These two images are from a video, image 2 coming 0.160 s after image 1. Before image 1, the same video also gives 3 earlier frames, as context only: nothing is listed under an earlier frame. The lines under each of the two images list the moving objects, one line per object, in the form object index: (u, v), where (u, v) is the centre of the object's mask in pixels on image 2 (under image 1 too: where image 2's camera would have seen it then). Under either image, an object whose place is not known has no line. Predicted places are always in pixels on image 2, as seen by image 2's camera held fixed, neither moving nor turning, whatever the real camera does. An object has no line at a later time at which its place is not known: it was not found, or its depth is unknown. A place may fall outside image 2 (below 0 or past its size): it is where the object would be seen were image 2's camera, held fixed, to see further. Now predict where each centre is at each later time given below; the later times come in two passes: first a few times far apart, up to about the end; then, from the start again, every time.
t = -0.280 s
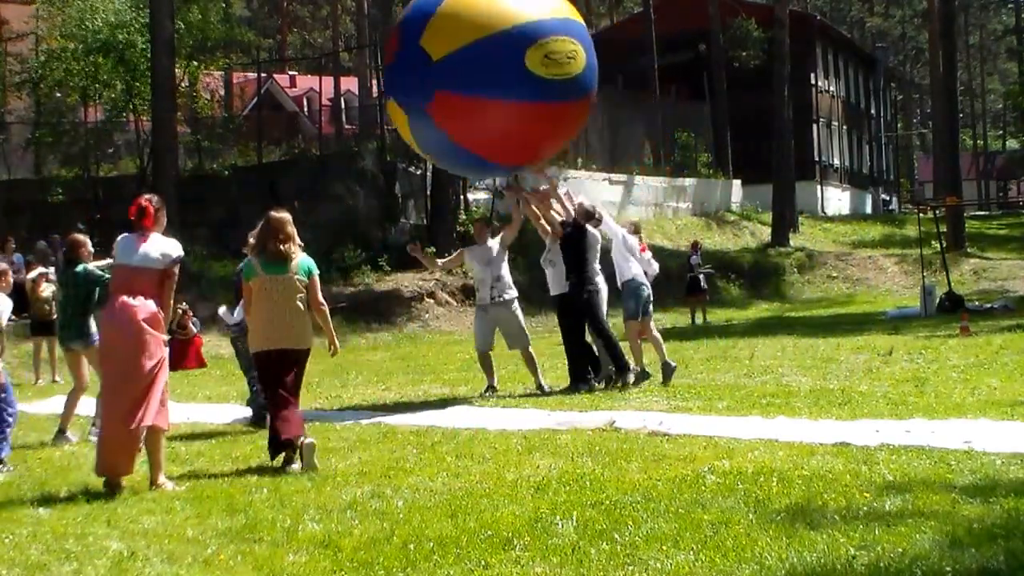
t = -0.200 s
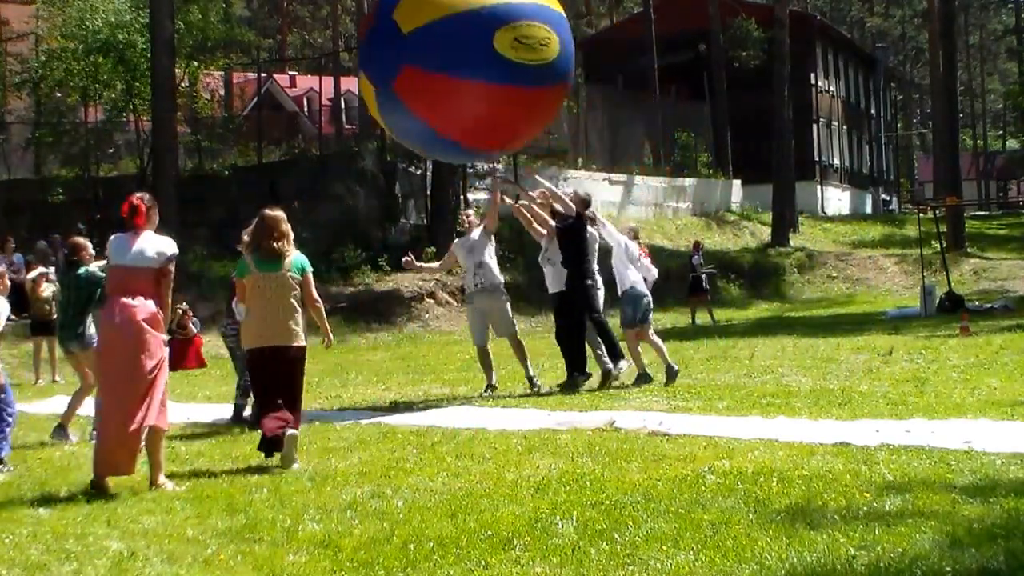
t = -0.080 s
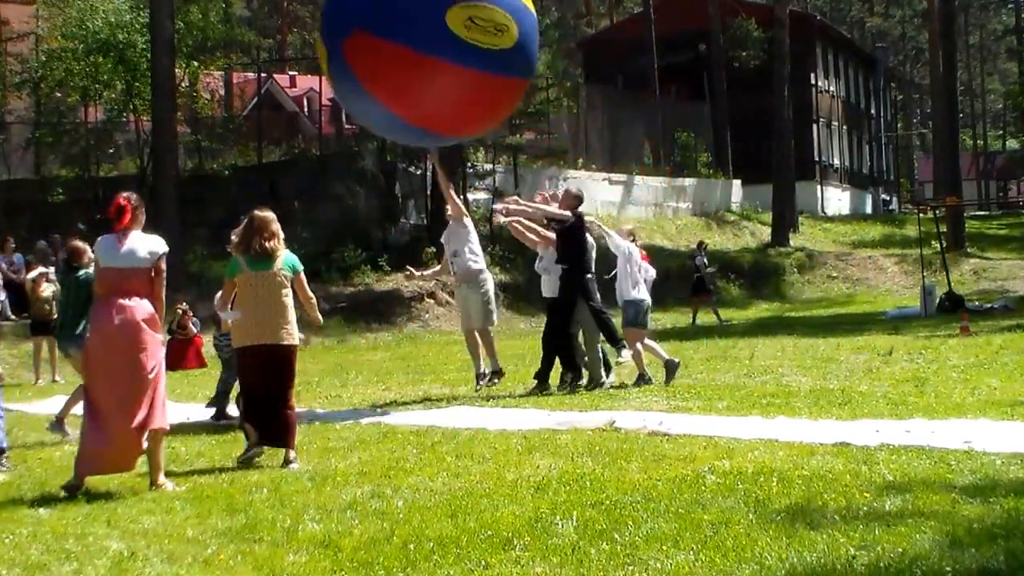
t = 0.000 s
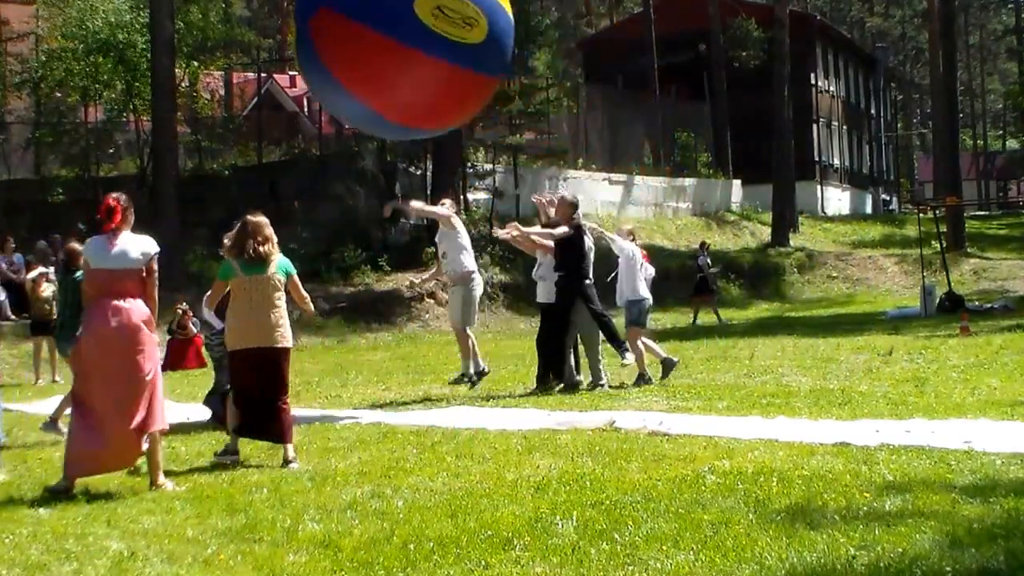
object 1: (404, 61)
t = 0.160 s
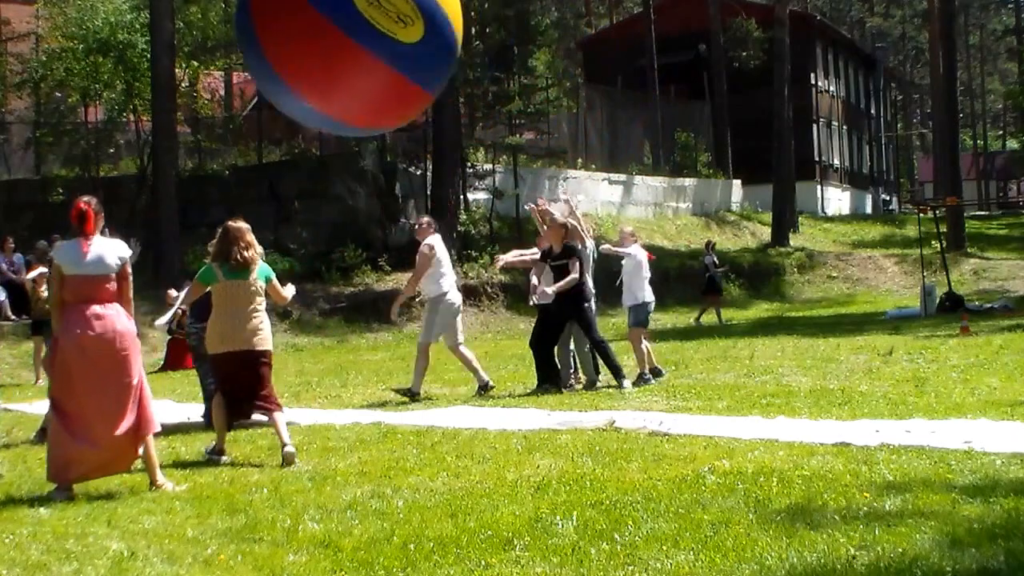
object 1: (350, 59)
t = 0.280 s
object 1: (310, 62)
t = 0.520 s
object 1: (226, 83)
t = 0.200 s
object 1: (337, 60)
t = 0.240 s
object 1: (324, 61)
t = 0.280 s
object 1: (310, 62)
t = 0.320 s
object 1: (296, 64)
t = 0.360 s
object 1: (283, 67)
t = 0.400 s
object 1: (269, 70)
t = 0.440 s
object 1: (255, 74)
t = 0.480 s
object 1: (240, 78)
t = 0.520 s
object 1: (226, 83)
